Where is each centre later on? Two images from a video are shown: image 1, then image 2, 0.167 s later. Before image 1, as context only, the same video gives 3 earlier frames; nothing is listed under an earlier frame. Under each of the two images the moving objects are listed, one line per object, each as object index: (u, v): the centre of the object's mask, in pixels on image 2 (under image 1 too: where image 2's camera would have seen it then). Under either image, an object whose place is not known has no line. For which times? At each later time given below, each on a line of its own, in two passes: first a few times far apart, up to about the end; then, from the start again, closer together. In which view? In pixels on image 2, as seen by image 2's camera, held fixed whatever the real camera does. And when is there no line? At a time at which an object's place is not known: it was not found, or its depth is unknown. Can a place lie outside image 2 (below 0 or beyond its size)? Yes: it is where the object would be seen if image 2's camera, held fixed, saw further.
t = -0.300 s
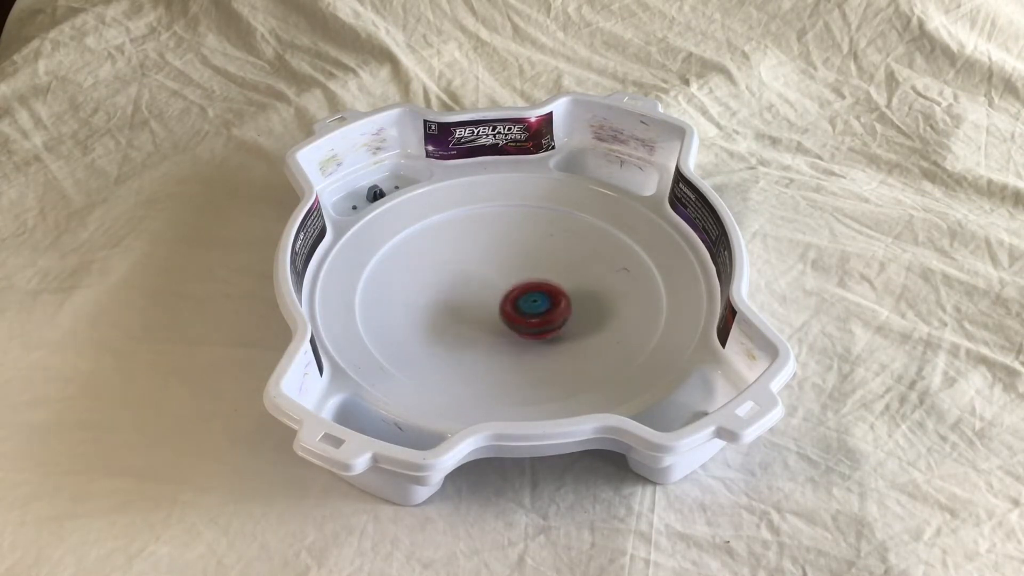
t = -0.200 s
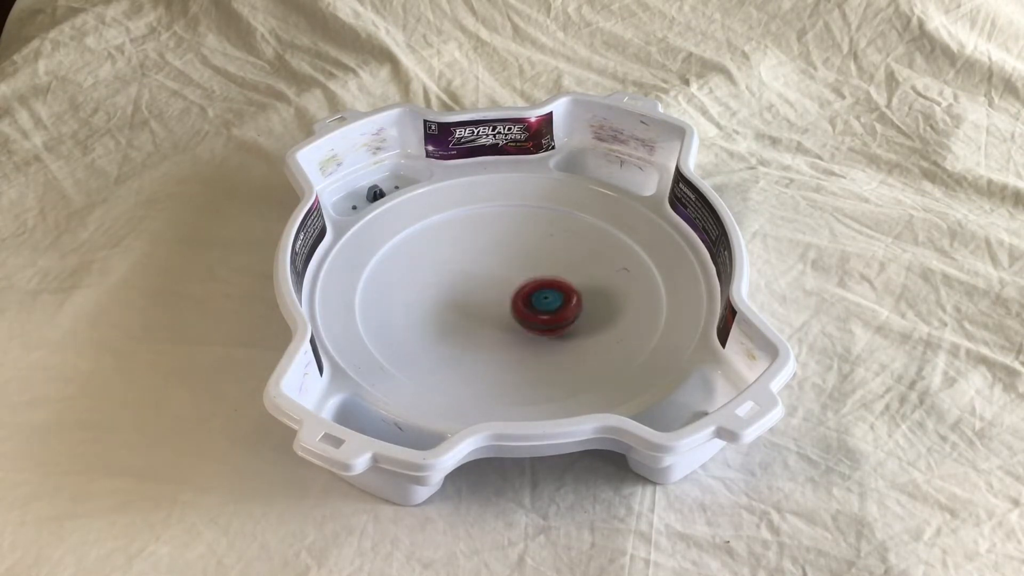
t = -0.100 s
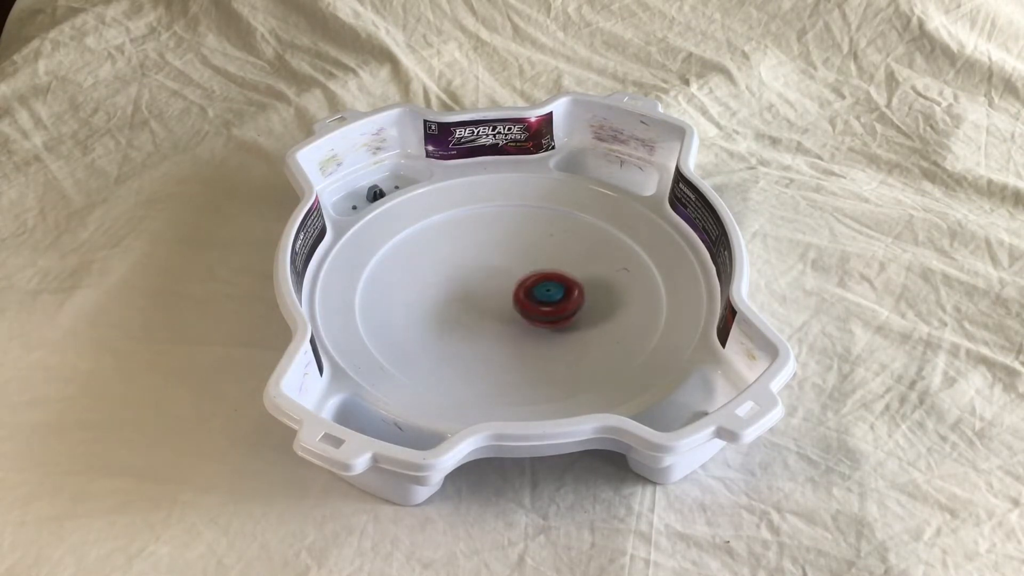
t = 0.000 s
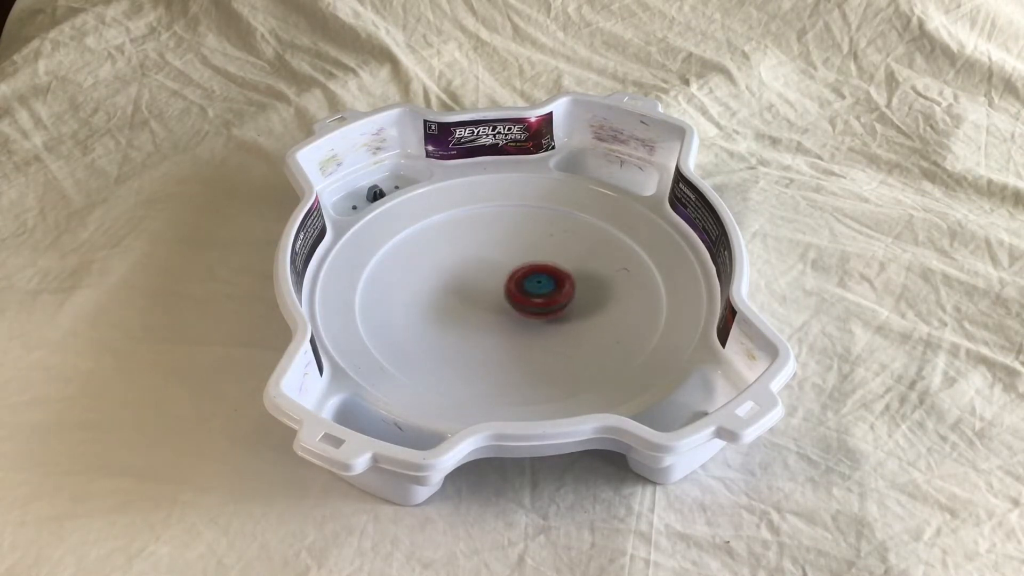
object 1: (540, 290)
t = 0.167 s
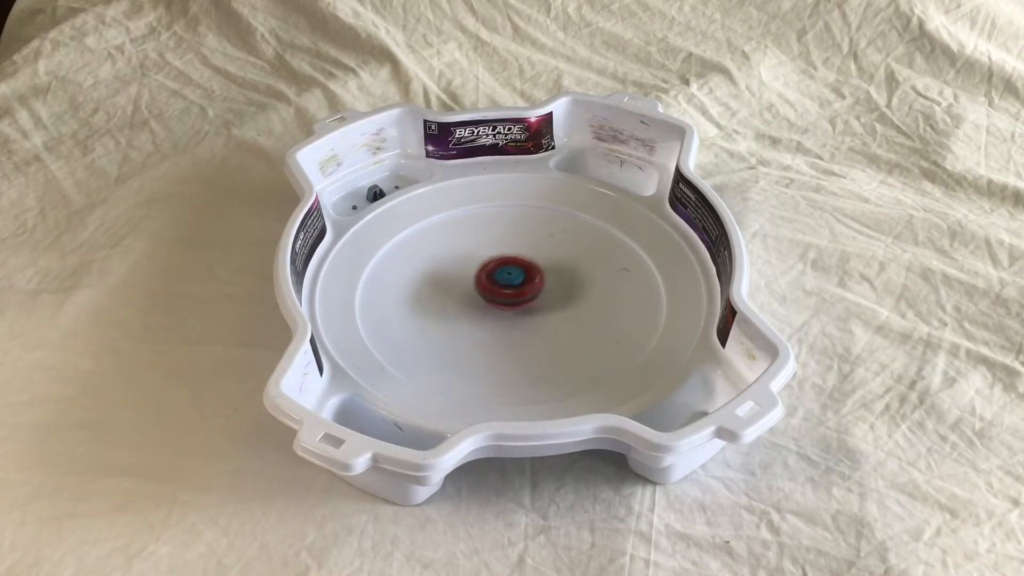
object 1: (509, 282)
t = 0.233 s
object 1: (497, 281)
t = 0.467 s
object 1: (467, 290)
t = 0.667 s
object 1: (475, 300)
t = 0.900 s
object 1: (510, 289)
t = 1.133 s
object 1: (520, 266)
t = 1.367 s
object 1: (503, 260)
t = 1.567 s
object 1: (498, 279)
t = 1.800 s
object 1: (520, 300)
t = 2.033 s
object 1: (544, 299)
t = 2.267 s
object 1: (530, 286)
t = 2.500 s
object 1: (492, 283)
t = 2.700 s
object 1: (473, 292)
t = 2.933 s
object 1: (485, 298)
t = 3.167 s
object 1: (512, 287)
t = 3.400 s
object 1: (518, 267)
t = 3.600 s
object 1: (507, 263)
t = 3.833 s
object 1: (501, 281)
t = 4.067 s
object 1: (519, 300)
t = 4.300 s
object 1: (537, 300)
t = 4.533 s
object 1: (526, 287)
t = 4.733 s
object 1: (499, 282)
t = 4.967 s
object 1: (477, 287)
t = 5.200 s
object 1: (485, 291)
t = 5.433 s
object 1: (508, 283)
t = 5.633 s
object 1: (518, 272)
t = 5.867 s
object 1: (515, 270)
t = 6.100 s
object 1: (509, 281)
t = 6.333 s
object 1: (515, 297)
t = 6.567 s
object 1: (522, 301)
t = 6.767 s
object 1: (520, 296)
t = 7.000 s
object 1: (504, 285)
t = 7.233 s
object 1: (485, 281)
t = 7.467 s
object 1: (484, 285)
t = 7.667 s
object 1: (499, 285)
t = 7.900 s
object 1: (518, 280)
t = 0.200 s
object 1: (503, 281)
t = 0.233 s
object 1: (497, 281)
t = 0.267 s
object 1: (491, 281)
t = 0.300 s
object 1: (485, 282)
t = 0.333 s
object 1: (479, 283)
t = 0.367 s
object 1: (475, 284)
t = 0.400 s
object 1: (471, 286)
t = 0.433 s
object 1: (469, 288)
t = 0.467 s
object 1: (467, 290)
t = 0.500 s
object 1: (466, 292)
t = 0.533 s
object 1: (467, 294)
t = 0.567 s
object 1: (468, 296)
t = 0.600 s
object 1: (469, 298)
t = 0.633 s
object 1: (472, 299)
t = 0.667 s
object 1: (475, 300)
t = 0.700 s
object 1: (480, 300)
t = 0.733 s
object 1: (486, 300)
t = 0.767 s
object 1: (491, 299)
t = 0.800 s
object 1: (496, 297)
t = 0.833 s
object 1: (501, 295)
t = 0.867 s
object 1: (505, 292)
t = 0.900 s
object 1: (510, 289)
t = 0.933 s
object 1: (513, 286)
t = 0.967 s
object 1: (516, 282)
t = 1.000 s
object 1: (519, 279)
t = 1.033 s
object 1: (520, 275)
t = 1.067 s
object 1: (520, 272)
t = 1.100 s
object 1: (520, 269)
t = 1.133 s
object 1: (520, 266)
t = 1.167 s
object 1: (518, 263)
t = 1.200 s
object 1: (516, 261)
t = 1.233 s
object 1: (514, 259)
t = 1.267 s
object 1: (512, 258)
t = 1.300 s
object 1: (509, 258)
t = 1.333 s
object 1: (506, 259)
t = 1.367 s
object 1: (503, 260)
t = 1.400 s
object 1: (501, 262)
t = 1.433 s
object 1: (499, 264)
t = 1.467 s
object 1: (498, 268)
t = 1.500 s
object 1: (497, 271)
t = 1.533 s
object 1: (497, 275)
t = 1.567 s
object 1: (498, 279)
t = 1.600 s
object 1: (500, 283)
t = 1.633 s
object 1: (502, 286)
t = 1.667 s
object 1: (505, 290)
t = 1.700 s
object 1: (509, 293)
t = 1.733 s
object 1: (512, 296)
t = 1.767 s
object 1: (516, 298)
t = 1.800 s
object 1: (520, 300)
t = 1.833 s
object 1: (525, 302)
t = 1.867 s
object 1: (529, 303)
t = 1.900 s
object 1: (533, 303)
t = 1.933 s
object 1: (537, 303)
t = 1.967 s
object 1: (540, 302)
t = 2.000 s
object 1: (542, 301)
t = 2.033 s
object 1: (544, 299)
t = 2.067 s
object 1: (544, 297)
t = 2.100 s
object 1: (544, 295)
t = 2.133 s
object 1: (543, 294)
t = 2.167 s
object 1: (542, 292)
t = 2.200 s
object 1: (539, 289)
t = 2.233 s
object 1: (535, 287)
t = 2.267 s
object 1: (530, 286)
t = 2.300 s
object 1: (525, 285)
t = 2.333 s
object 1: (520, 283)
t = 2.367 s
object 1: (514, 283)
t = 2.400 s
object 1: (508, 283)
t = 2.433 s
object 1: (503, 282)
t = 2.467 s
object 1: (498, 283)
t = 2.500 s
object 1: (492, 283)
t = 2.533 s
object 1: (487, 284)
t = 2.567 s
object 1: (483, 285)
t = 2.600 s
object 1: (479, 287)
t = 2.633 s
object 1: (477, 288)
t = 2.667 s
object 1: (475, 290)
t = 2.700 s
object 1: (473, 292)
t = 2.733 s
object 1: (473, 293)
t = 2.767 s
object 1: (474, 295)
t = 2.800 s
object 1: (474, 296)
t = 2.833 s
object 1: (476, 297)
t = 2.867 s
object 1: (478, 298)
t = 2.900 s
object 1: (481, 299)
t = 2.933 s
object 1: (485, 298)
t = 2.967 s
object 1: (489, 298)
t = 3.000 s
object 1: (493, 297)
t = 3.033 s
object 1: (497, 296)
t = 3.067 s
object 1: (501, 294)
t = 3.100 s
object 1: (505, 292)
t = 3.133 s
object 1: (508, 289)
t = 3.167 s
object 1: (512, 287)
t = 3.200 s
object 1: (515, 284)
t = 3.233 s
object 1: (517, 281)
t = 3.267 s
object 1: (518, 277)
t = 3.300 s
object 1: (519, 274)
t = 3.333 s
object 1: (519, 272)
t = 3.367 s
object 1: (519, 269)
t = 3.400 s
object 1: (518, 267)
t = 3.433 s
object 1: (517, 265)
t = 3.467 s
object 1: (515, 263)
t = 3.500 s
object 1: (513, 263)
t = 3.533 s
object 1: (511, 262)
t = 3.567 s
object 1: (509, 263)
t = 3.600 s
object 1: (507, 263)
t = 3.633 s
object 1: (505, 264)
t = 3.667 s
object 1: (503, 266)
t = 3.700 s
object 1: (502, 269)
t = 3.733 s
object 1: (501, 272)
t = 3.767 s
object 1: (500, 274)
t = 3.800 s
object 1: (500, 278)
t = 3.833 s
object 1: (501, 281)
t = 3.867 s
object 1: (502, 284)
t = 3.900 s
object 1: (504, 287)
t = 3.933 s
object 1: (506, 291)
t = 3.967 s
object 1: (508, 294)
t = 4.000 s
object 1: (512, 296)
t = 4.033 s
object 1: (515, 298)
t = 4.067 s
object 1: (519, 300)
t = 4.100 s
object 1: (522, 301)
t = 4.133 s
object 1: (525, 302)
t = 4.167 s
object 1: (528, 303)
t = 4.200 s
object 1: (531, 303)
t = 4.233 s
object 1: (533, 302)
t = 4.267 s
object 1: (535, 301)
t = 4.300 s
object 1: (537, 300)
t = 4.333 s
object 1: (537, 299)
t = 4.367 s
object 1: (537, 297)
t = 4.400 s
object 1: (537, 295)
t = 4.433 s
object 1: (535, 293)
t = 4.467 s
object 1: (532, 291)
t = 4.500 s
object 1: (529, 289)
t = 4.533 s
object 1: (526, 287)
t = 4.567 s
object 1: (522, 286)
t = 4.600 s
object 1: (517, 285)
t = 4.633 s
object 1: (513, 283)
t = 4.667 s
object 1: (508, 283)
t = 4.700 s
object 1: (504, 282)
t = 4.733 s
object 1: (499, 282)
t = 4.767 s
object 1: (494, 282)
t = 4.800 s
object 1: (490, 282)
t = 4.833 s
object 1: (486, 283)
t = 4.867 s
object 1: (483, 284)
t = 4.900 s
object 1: (480, 284)
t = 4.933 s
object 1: (478, 285)
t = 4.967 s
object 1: (477, 287)
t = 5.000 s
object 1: (476, 288)
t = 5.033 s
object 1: (476, 289)
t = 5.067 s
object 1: (477, 289)
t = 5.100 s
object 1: (478, 290)
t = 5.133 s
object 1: (480, 291)
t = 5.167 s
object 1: (482, 291)
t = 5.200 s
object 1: (485, 291)
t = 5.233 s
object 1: (488, 291)
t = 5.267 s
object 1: (492, 291)
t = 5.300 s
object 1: (495, 290)
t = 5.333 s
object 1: (499, 288)
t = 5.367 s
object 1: (502, 287)
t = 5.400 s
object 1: (506, 285)
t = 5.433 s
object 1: (508, 283)
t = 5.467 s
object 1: (511, 281)
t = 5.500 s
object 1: (513, 279)
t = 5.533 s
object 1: (515, 278)
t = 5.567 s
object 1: (516, 275)
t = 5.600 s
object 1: (517, 274)
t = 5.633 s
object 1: (518, 272)
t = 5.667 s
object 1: (518, 271)
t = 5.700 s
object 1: (518, 270)
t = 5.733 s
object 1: (518, 269)
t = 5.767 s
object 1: (517, 269)
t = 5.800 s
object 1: (517, 269)
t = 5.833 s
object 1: (516, 269)
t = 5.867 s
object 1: (515, 270)
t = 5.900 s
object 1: (514, 270)
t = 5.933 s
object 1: (513, 271)
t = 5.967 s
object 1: (512, 273)
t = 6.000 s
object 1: (511, 274)
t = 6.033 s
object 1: (510, 277)
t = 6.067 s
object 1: (510, 279)
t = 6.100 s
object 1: (509, 281)
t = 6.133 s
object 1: (510, 284)
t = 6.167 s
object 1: (510, 286)
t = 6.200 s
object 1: (511, 289)
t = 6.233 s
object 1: (512, 292)
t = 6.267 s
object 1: (512, 293)
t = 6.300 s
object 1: (514, 295)
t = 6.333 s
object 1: (515, 297)
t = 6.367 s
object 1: (517, 298)
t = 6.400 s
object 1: (518, 299)
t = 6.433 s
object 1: (519, 300)
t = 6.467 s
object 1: (520, 301)
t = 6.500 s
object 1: (521, 301)
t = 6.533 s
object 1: (522, 301)
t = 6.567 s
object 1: (522, 301)
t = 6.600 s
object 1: (524, 301)
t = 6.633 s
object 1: (523, 300)
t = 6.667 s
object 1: (523, 299)
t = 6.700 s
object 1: (523, 298)
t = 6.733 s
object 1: (522, 297)
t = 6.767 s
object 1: (520, 296)
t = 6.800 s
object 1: (519, 294)
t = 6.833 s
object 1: (517, 293)
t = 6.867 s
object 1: (515, 291)
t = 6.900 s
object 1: (512, 290)
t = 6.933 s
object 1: (509, 288)
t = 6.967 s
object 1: (506, 287)
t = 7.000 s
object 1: (504, 285)
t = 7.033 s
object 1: (501, 284)
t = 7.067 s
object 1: (498, 283)
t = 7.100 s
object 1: (495, 282)
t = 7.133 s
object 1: (492, 281)
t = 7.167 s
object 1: (490, 281)
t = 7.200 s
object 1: (487, 281)
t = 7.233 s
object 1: (485, 281)
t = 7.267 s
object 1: (483, 281)
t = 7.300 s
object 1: (482, 281)
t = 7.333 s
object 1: (482, 282)
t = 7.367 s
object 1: (481, 282)
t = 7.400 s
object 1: (481, 283)
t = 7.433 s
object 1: (483, 284)
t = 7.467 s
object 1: (484, 285)
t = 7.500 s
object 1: (486, 285)
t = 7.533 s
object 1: (488, 285)
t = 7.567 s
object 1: (491, 285)
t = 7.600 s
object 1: (493, 285)
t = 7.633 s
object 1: (496, 285)
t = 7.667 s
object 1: (499, 285)
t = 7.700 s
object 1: (502, 284)
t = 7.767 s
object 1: (508, 283)
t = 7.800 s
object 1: (511, 282)
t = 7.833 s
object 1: (514, 281)
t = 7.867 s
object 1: (516, 281)
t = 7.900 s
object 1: (518, 280)
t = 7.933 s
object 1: (520, 279)
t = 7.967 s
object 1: (521, 278)
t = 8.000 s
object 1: (521, 277)
